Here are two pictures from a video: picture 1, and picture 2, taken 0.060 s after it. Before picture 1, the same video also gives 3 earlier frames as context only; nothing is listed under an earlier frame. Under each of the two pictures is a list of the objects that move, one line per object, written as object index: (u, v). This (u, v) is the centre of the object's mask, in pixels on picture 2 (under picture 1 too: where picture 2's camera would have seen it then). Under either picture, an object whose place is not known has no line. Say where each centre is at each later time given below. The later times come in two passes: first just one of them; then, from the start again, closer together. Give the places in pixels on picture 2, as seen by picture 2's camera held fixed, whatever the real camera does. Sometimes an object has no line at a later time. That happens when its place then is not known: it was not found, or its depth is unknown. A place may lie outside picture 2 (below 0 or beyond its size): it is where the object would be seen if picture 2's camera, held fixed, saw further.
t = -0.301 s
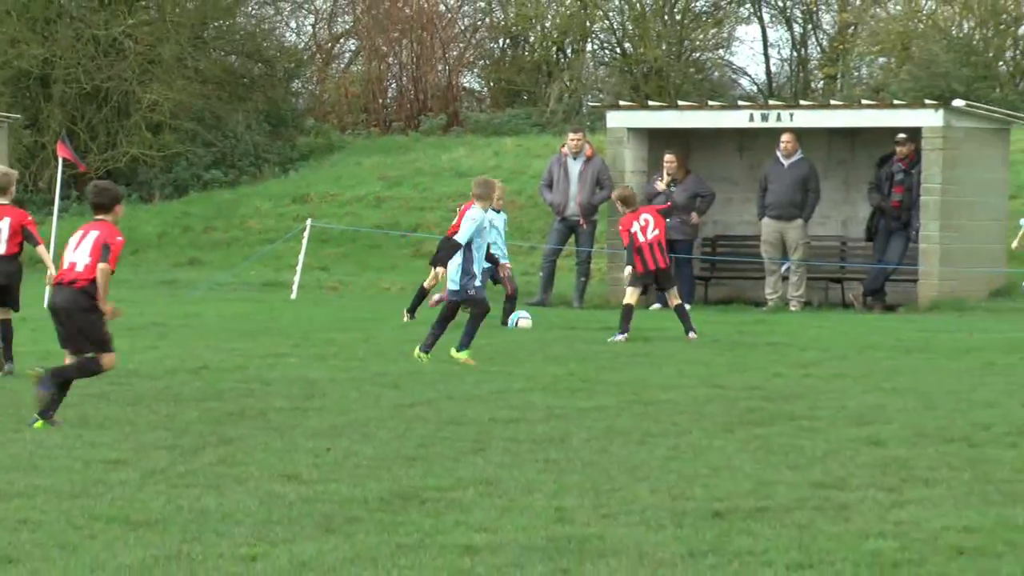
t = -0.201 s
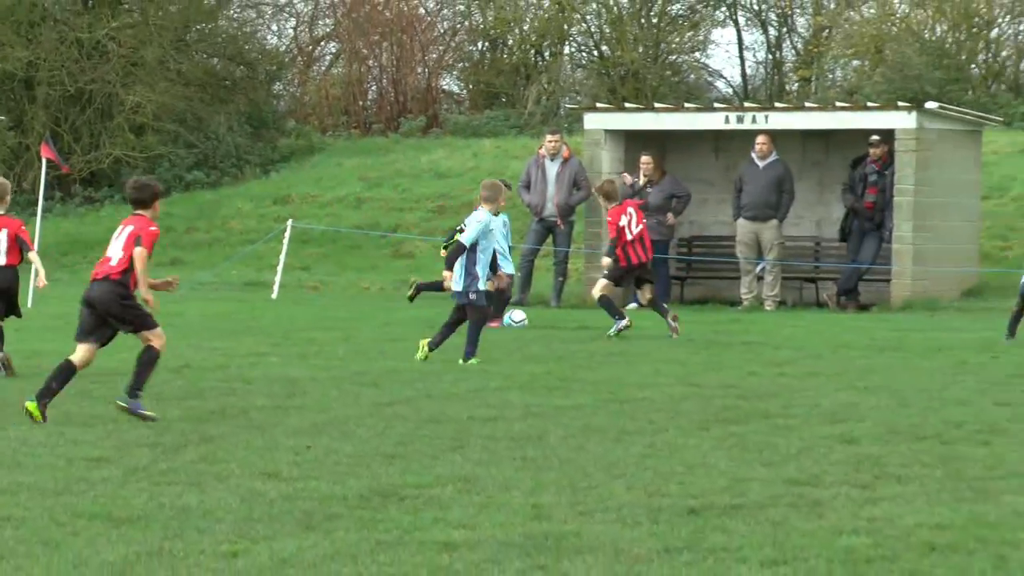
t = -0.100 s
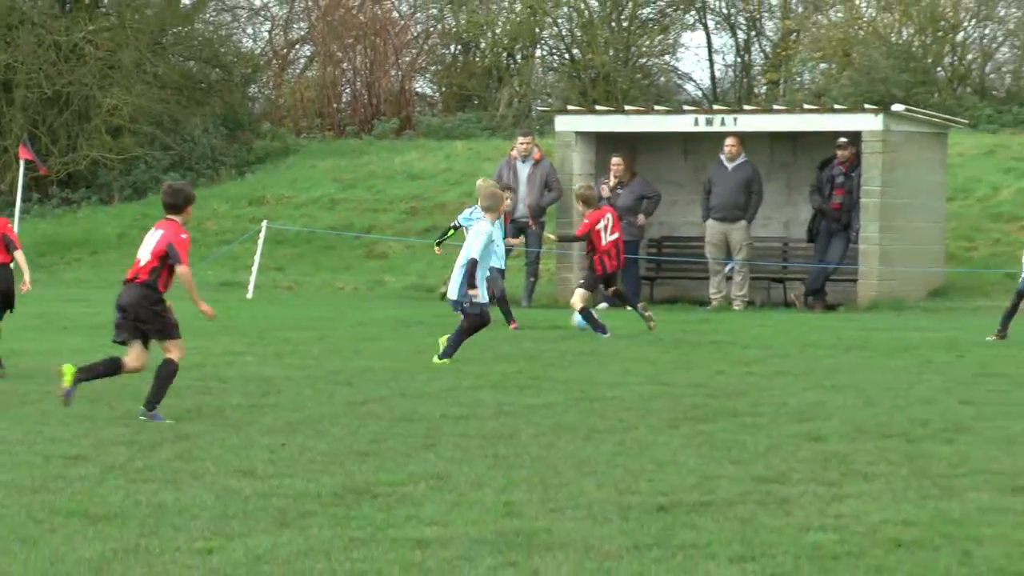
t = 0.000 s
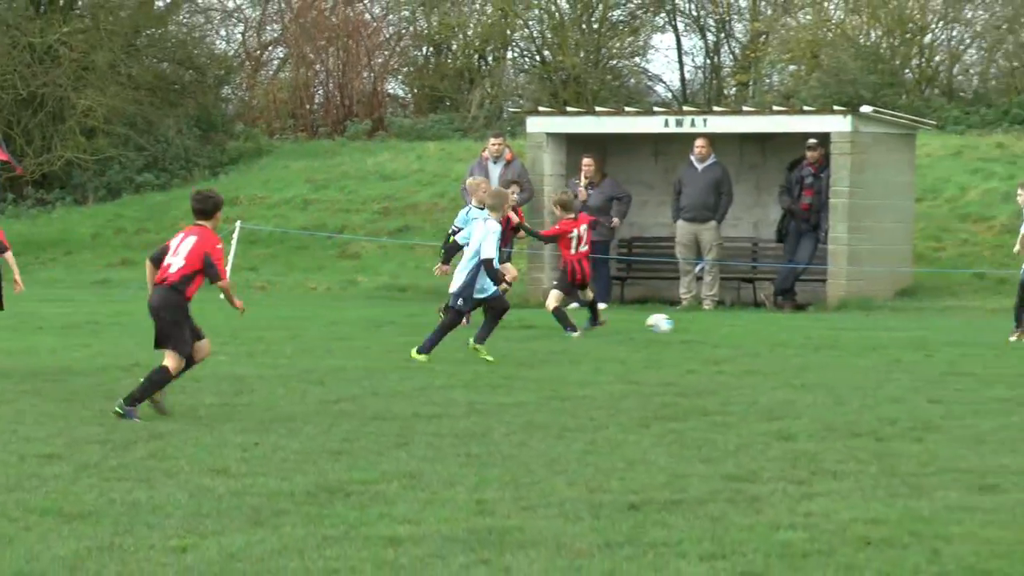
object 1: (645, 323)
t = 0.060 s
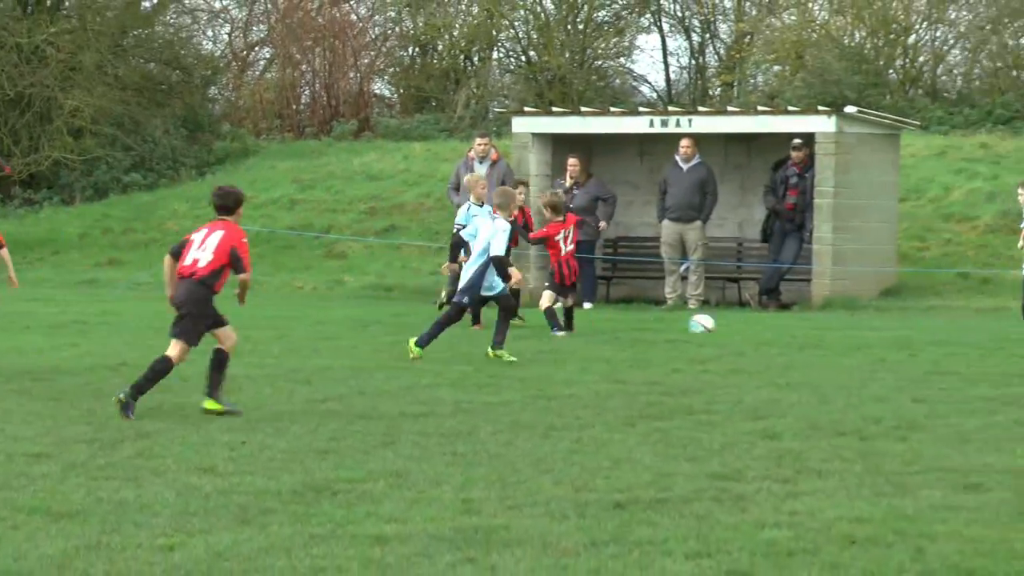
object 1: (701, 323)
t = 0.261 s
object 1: (862, 325)
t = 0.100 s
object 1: (736, 324)
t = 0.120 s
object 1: (753, 324)
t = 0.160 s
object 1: (786, 325)
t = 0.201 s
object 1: (818, 325)
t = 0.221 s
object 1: (833, 325)
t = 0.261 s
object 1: (862, 325)
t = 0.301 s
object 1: (888, 324)
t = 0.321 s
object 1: (901, 324)
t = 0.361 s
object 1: (929, 324)
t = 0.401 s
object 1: (955, 325)
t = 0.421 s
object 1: (969, 326)
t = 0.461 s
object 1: (994, 324)
